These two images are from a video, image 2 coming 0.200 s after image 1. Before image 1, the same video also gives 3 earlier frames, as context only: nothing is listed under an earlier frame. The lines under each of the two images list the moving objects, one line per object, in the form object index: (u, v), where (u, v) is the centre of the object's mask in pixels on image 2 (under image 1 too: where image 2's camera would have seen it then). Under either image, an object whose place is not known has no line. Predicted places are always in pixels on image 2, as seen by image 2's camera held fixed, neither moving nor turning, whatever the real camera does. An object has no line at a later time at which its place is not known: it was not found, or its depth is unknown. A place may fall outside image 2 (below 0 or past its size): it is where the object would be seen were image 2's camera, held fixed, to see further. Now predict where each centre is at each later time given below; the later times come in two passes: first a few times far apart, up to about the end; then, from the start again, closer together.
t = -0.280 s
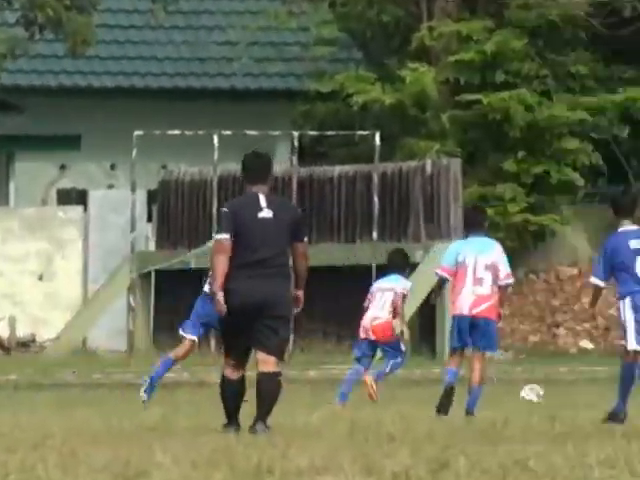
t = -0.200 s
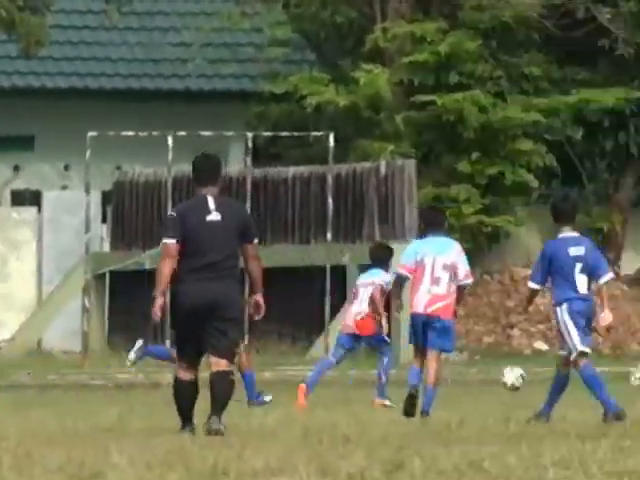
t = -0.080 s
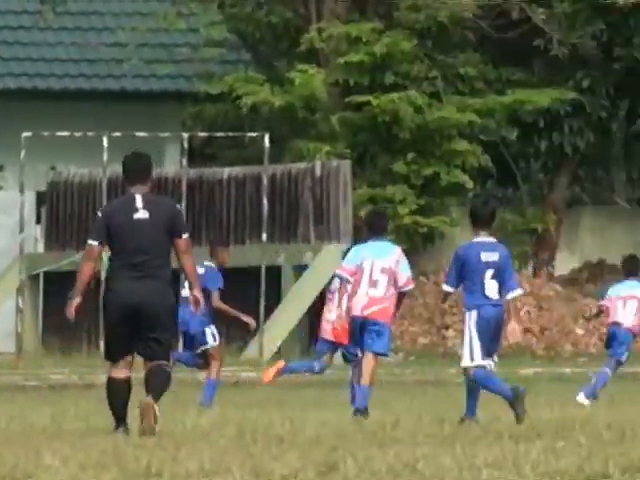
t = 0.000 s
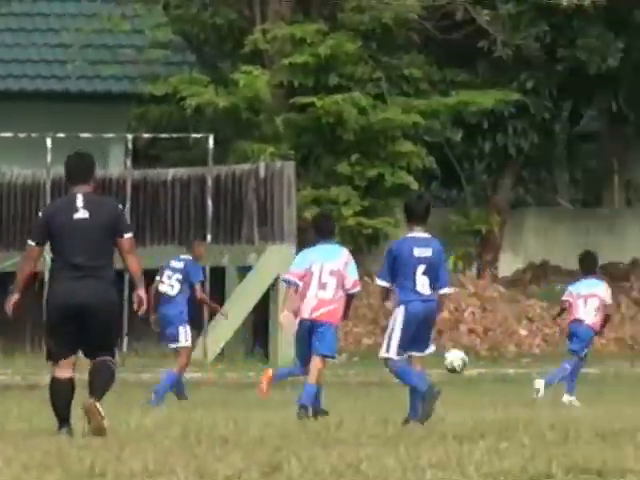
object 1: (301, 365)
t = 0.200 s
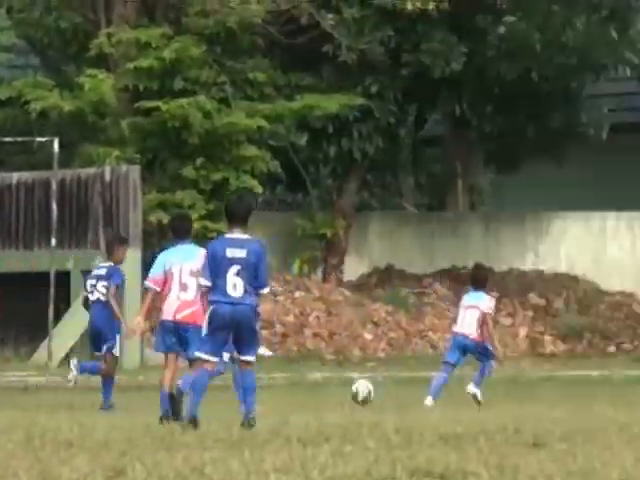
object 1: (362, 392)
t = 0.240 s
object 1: (375, 398)
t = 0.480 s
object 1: (445, 392)
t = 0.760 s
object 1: (529, 396)
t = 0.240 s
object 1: (375, 398)
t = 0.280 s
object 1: (386, 395)
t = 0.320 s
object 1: (398, 389)
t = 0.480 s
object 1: (445, 392)
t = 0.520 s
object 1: (458, 395)
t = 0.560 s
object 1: (470, 395)
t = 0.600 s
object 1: (483, 392)
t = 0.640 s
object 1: (493, 392)
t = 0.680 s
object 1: (504, 392)
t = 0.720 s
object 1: (517, 393)
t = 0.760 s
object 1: (529, 396)
